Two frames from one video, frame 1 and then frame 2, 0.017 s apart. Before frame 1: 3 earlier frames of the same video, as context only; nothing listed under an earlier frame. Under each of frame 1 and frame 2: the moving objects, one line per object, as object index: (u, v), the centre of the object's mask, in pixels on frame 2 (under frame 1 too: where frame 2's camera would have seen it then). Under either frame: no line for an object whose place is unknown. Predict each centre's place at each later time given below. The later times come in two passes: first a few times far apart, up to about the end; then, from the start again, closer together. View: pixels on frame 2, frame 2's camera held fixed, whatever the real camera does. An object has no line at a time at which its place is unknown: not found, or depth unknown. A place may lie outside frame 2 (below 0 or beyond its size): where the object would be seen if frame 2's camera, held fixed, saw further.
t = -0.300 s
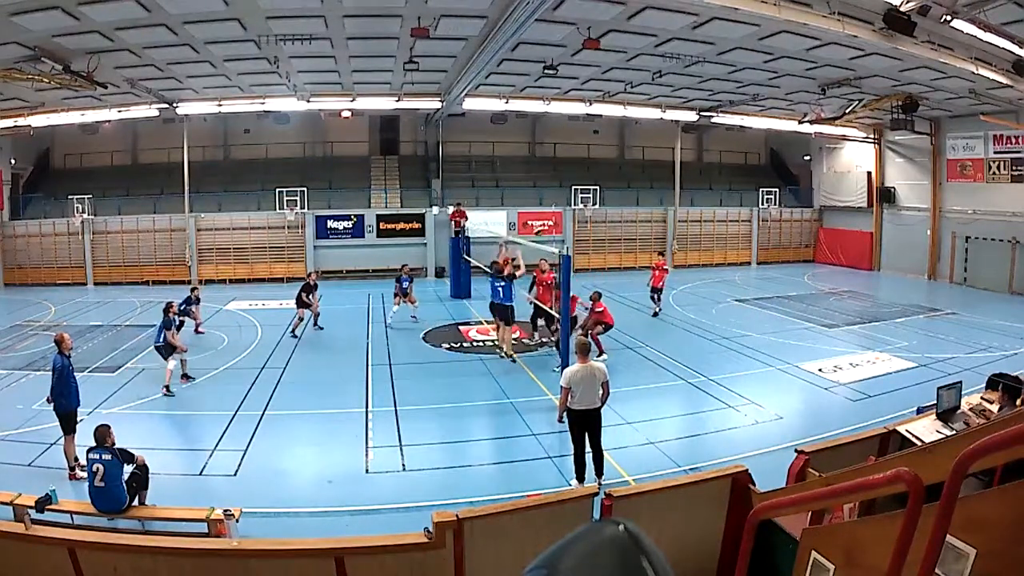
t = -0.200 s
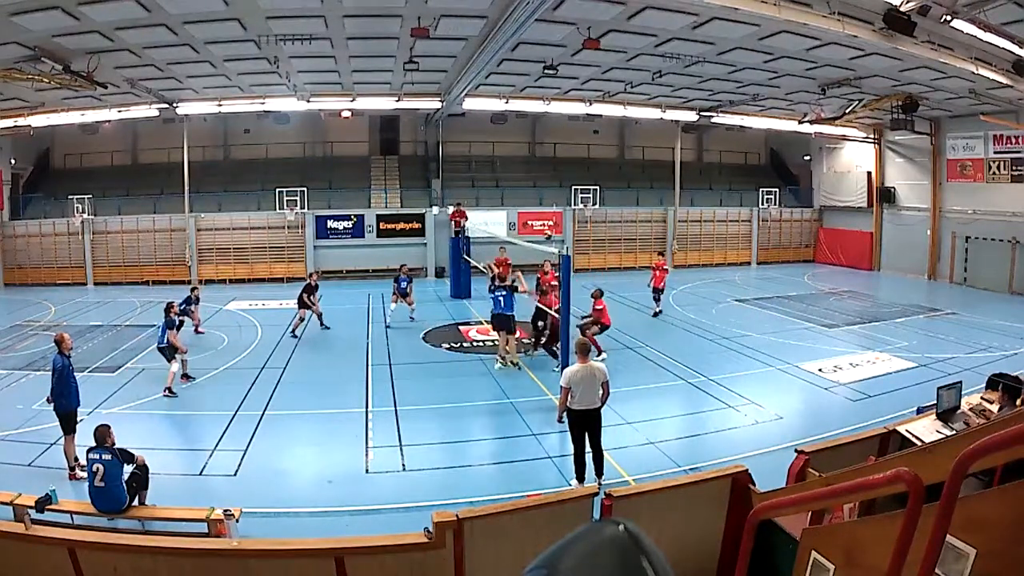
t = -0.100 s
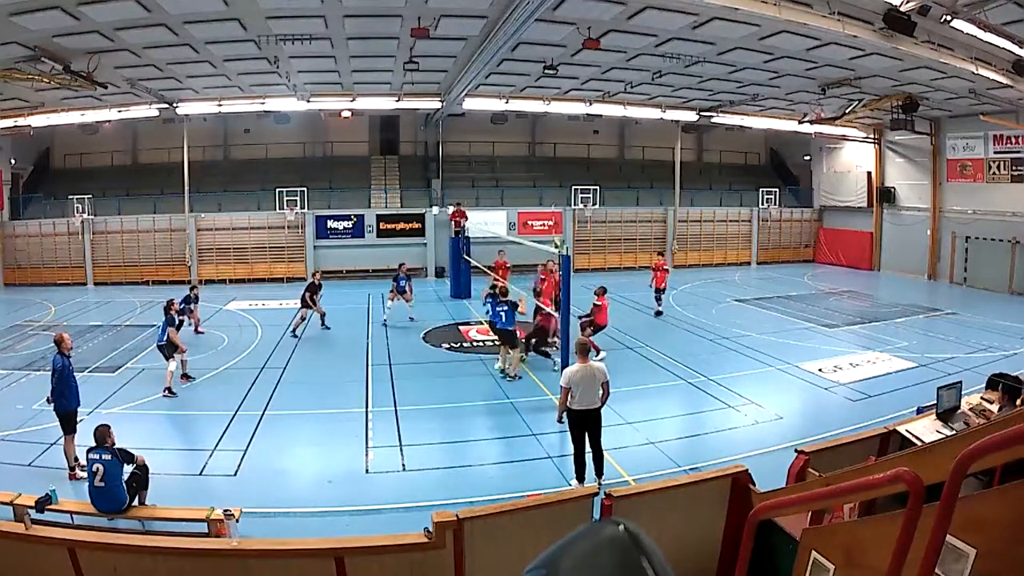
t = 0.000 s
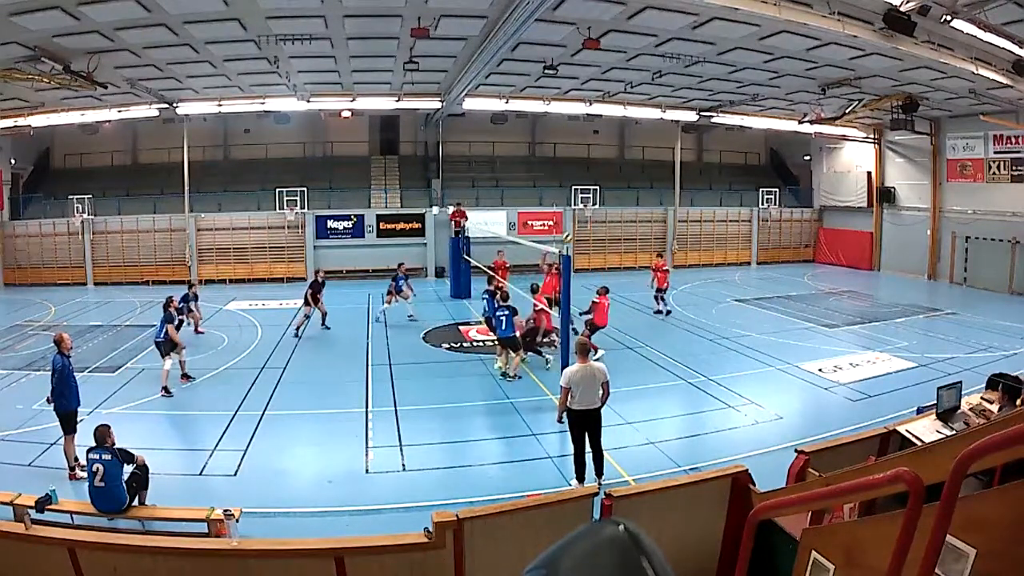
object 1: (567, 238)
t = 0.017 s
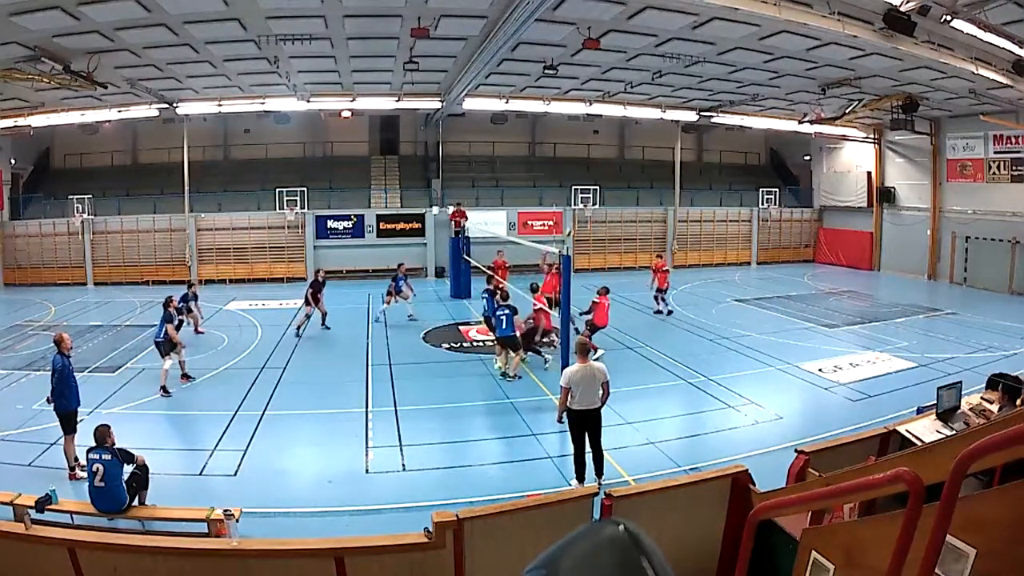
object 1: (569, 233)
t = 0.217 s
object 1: (592, 183)
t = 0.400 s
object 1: (612, 155)
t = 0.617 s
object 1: (637, 140)
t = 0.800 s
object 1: (660, 147)
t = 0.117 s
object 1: (582, 207)
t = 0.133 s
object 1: (583, 202)
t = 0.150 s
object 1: (584, 199)
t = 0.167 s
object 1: (585, 194)
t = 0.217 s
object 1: (592, 183)
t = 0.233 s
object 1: (593, 180)
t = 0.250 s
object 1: (594, 177)
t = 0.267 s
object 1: (596, 175)
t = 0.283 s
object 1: (598, 172)
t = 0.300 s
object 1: (600, 169)
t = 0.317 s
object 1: (602, 165)
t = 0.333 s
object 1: (604, 163)
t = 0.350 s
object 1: (606, 161)
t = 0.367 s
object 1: (608, 160)
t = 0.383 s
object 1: (609, 157)
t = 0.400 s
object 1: (612, 155)
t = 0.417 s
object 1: (614, 153)
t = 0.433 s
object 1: (616, 151)
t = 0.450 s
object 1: (618, 150)
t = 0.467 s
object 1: (621, 148)
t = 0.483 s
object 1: (622, 146)
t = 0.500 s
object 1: (624, 145)
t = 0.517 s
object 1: (625, 144)
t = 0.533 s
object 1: (627, 143)
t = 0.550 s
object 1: (629, 142)
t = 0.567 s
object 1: (631, 141)
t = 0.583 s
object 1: (633, 141)
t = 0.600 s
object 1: (635, 140)
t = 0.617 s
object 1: (637, 140)
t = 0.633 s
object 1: (639, 140)
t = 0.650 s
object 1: (641, 140)
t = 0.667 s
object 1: (643, 140)
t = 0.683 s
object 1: (645, 141)
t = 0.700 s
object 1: (647, 140)
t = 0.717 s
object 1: (650, 141)
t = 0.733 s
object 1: (652, 142)
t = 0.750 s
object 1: (655, 143)
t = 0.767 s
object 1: (657, 144)
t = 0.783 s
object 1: (659, 146)
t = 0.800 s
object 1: (660, 147)
